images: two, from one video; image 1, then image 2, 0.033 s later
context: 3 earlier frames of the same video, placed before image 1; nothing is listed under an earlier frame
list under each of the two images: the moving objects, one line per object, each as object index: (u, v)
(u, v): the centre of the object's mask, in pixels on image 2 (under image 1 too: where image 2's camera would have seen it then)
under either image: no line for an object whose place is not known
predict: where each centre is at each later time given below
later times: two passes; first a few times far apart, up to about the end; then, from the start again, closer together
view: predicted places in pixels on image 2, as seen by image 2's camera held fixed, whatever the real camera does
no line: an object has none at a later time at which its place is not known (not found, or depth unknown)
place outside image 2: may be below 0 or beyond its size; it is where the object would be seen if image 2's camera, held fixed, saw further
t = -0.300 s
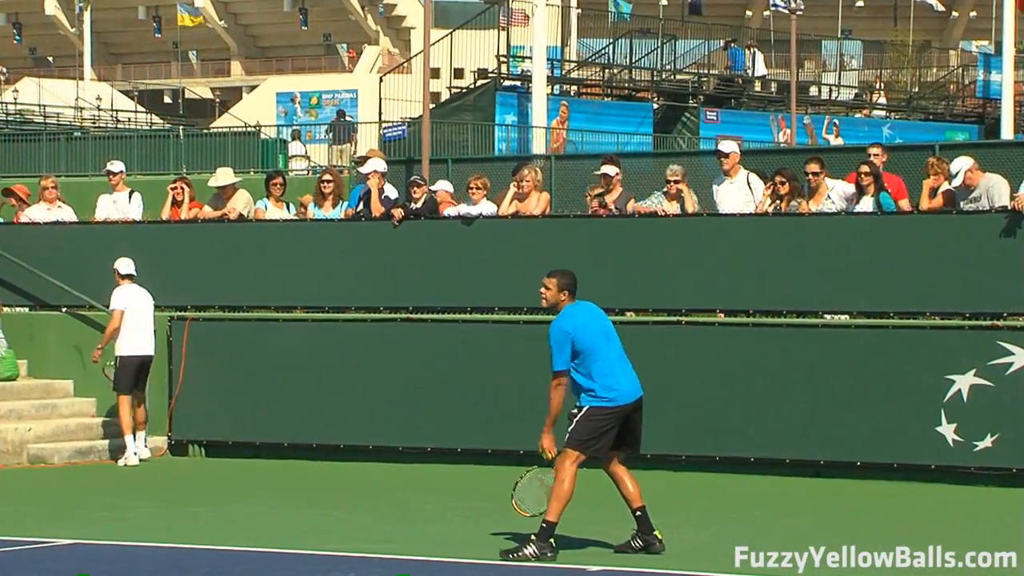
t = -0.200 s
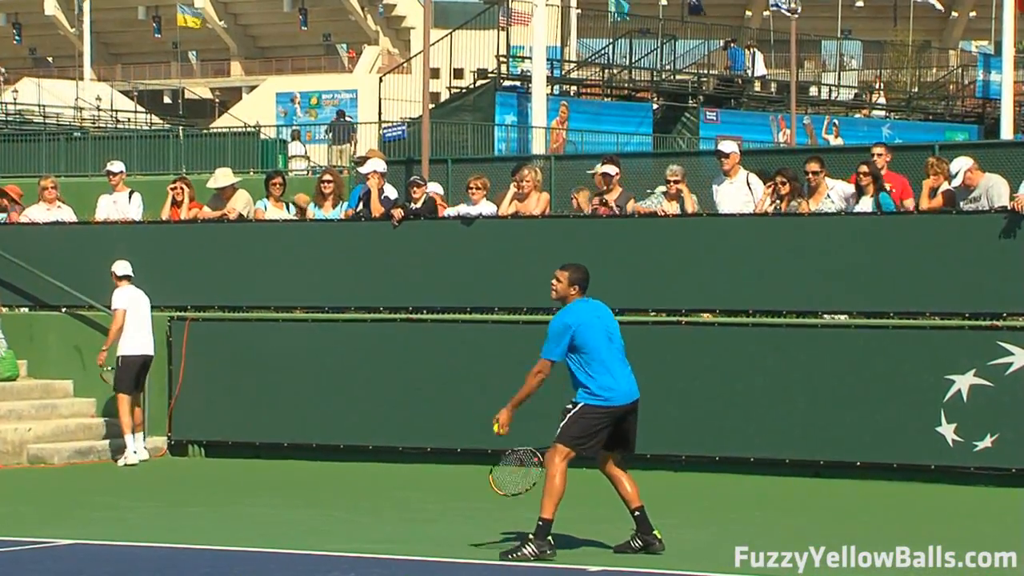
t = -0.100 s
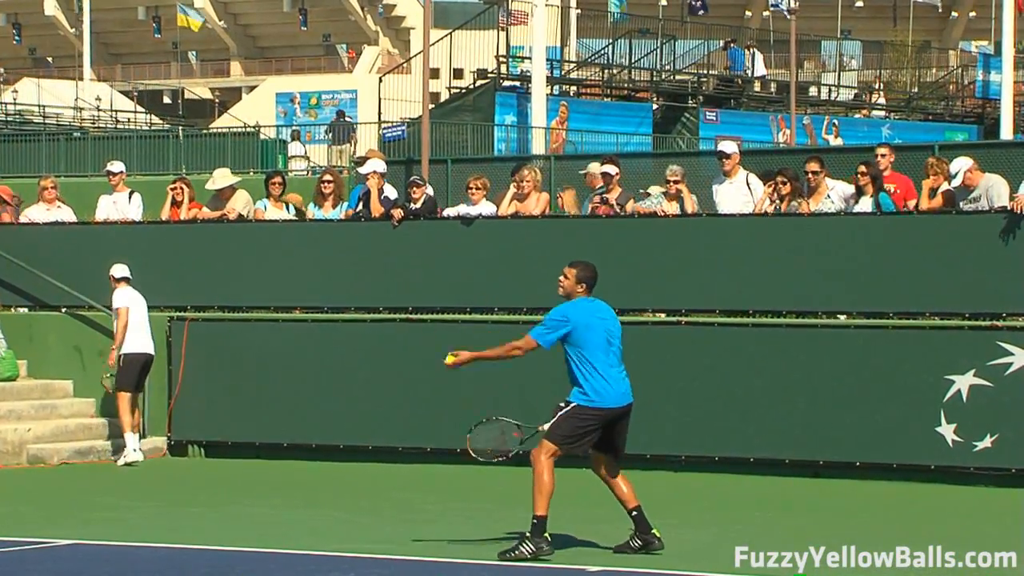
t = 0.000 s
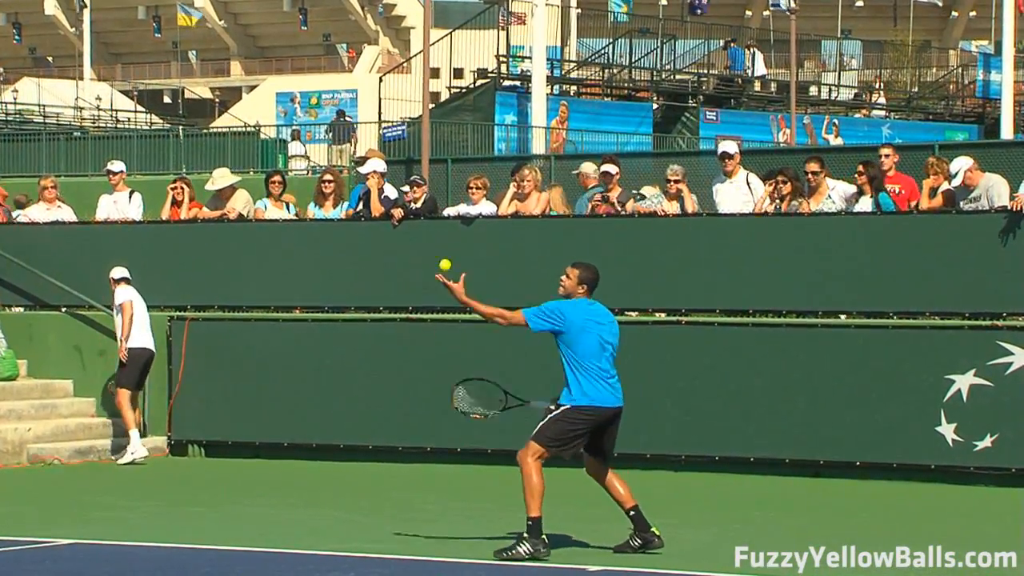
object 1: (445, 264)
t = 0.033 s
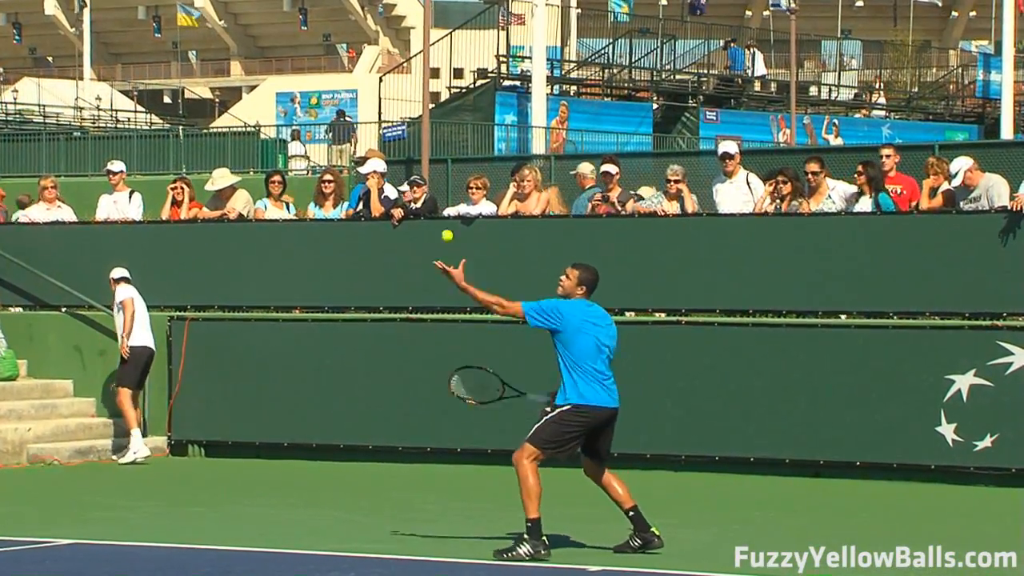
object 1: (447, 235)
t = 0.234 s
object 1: (458, 96)
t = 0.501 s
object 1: (474, 15)
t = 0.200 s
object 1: (456, 115)
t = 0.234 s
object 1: (458, 96)
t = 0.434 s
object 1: (470, 24)
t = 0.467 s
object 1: (473, 19)
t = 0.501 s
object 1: (474, 15)
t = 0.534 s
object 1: (477, 14)
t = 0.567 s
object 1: (479, 14)
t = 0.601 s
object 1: (481, 16)
